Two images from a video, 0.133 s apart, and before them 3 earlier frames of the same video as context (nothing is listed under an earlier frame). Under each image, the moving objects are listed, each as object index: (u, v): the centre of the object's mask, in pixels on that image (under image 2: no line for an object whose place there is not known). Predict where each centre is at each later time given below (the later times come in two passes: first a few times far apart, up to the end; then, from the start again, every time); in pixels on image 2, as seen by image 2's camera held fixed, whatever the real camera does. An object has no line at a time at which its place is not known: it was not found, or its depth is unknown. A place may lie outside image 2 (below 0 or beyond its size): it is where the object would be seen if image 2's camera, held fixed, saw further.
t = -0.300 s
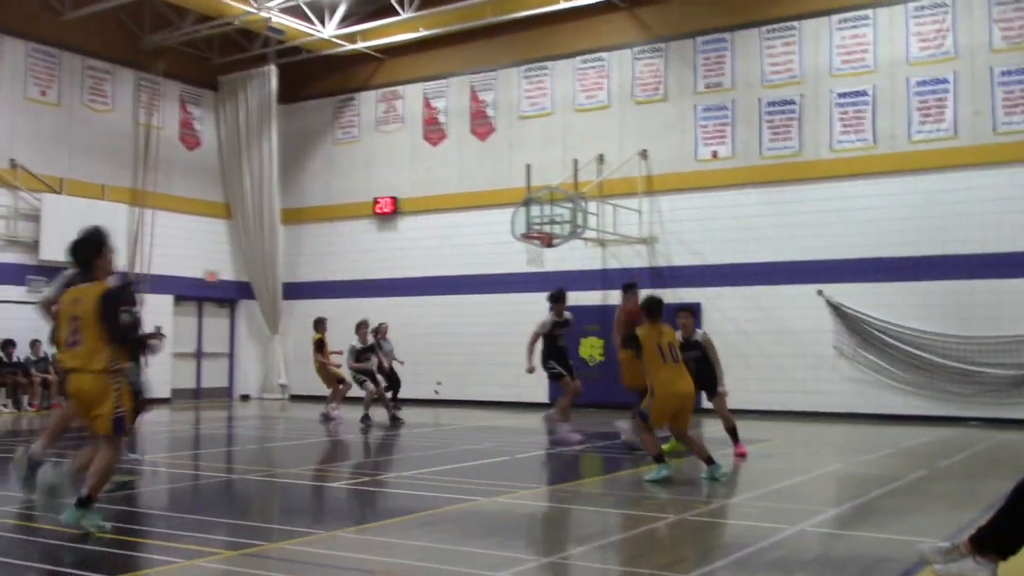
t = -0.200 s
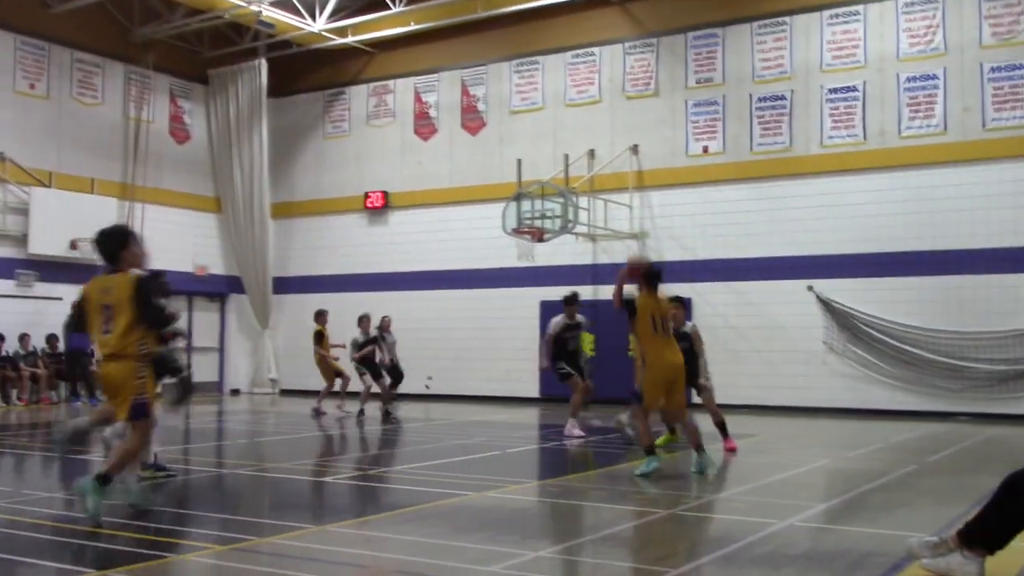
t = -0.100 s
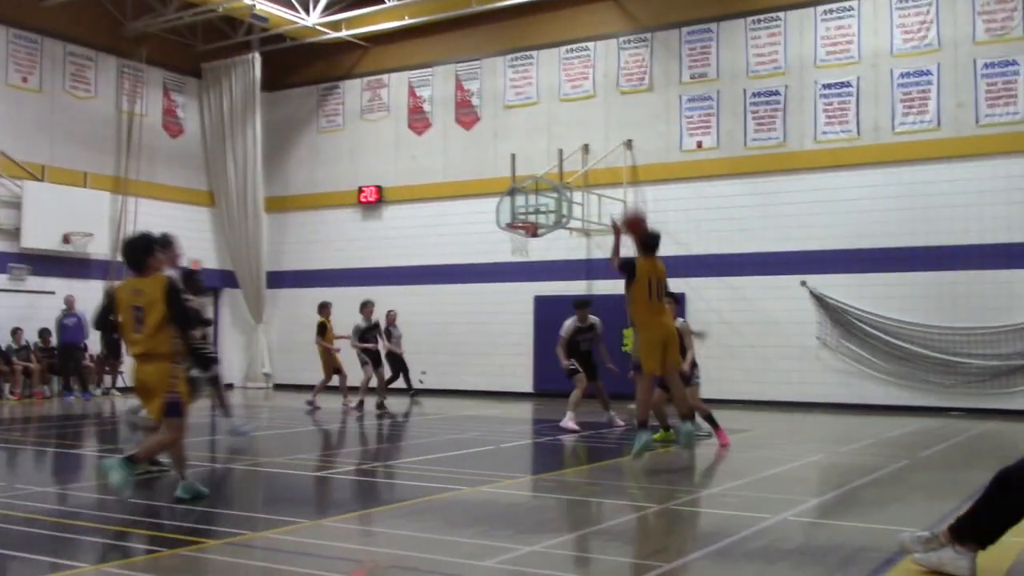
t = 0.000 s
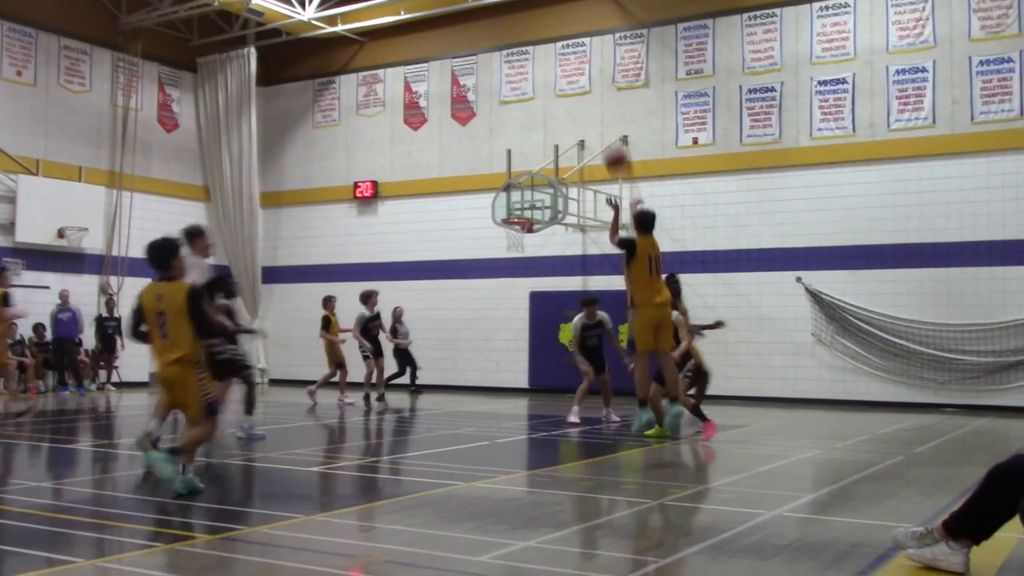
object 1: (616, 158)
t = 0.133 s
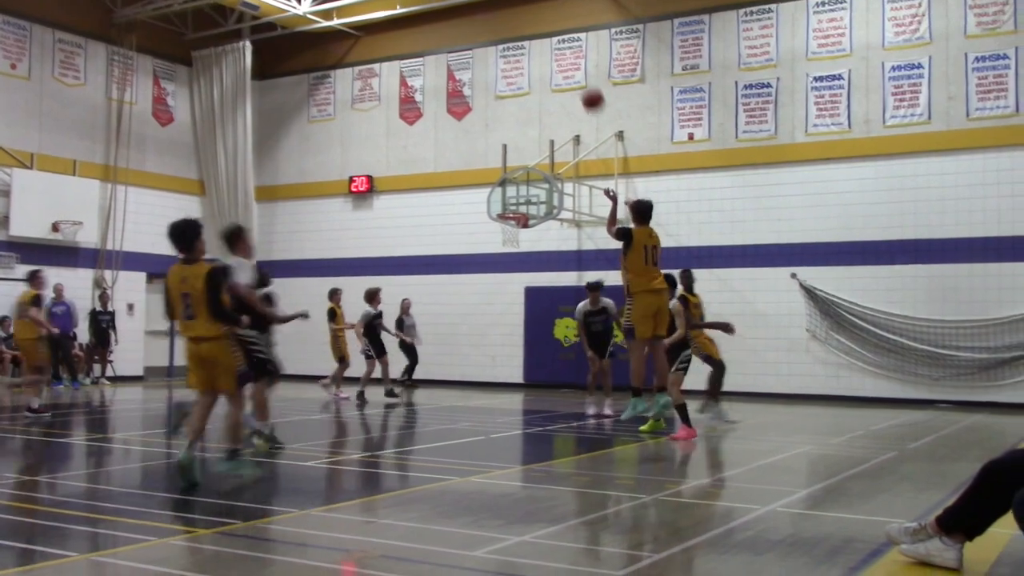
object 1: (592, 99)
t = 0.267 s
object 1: (576, 67)
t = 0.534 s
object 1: (552, 56)
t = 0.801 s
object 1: (534, 95)
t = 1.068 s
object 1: (518, 171)
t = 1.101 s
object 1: (516, 183)
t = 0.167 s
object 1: (588, 88)
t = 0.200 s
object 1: (584, 81)
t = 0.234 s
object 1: (580, 73)
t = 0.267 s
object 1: (576, 67)
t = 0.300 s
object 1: (573, 62)
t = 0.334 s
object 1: (570, 59)
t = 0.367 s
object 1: (566, 56)
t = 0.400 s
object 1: (563, 54)
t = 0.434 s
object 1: (560, 53)
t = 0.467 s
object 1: (557, 53)
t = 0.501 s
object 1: (554, 54)
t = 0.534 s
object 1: (552, 56)
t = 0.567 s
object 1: (549, 58)
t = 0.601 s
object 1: (547, 61)
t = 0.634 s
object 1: (544, 65)
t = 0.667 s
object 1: (542, 70)
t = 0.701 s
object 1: (540, 75)
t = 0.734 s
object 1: (538, 82)
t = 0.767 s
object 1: (536, 88)
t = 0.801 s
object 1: (534, 95)
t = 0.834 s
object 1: (531, 103)
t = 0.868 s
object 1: (529, 111)
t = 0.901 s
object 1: (527, 120)
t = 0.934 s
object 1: (526, 129)
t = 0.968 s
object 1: (524, 139)
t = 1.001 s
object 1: (522, 149)
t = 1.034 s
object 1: (520, 159)
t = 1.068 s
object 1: (518, 171)
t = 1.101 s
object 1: (516, 183)
